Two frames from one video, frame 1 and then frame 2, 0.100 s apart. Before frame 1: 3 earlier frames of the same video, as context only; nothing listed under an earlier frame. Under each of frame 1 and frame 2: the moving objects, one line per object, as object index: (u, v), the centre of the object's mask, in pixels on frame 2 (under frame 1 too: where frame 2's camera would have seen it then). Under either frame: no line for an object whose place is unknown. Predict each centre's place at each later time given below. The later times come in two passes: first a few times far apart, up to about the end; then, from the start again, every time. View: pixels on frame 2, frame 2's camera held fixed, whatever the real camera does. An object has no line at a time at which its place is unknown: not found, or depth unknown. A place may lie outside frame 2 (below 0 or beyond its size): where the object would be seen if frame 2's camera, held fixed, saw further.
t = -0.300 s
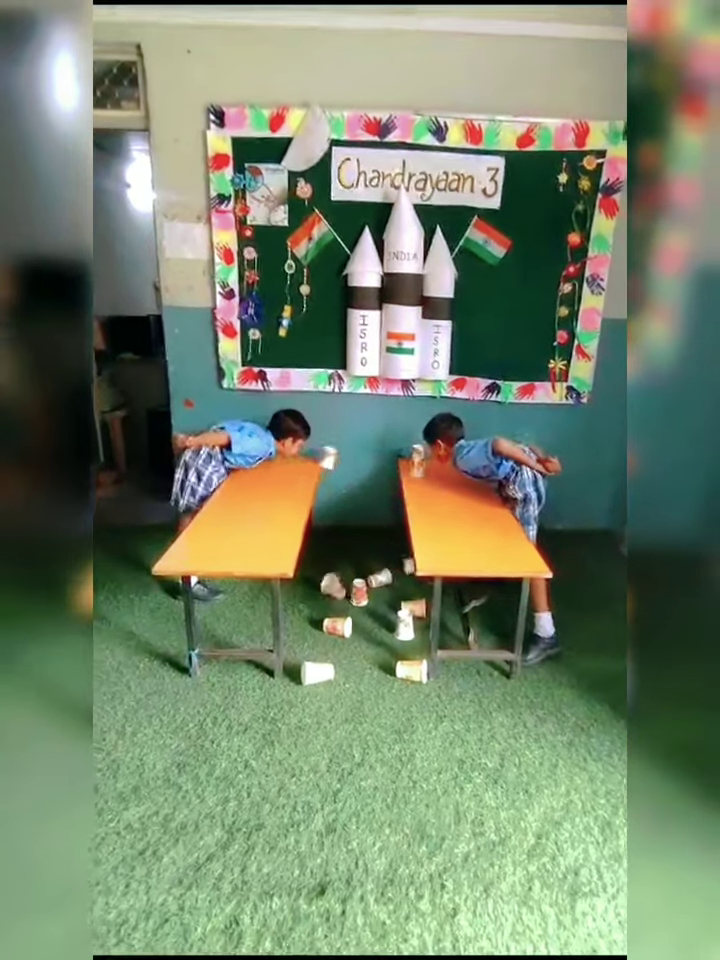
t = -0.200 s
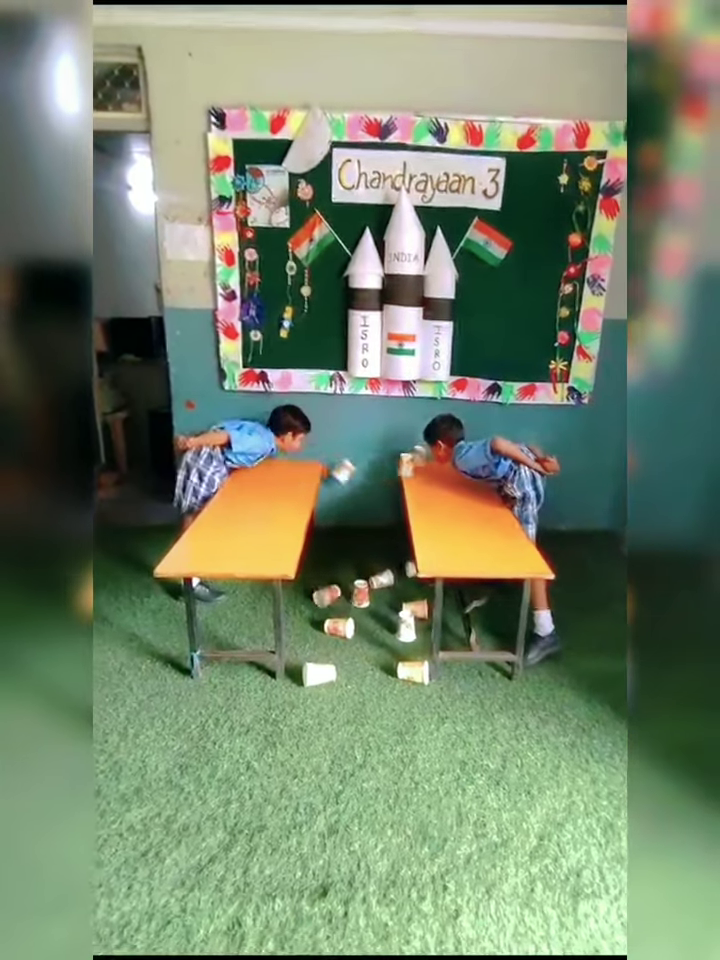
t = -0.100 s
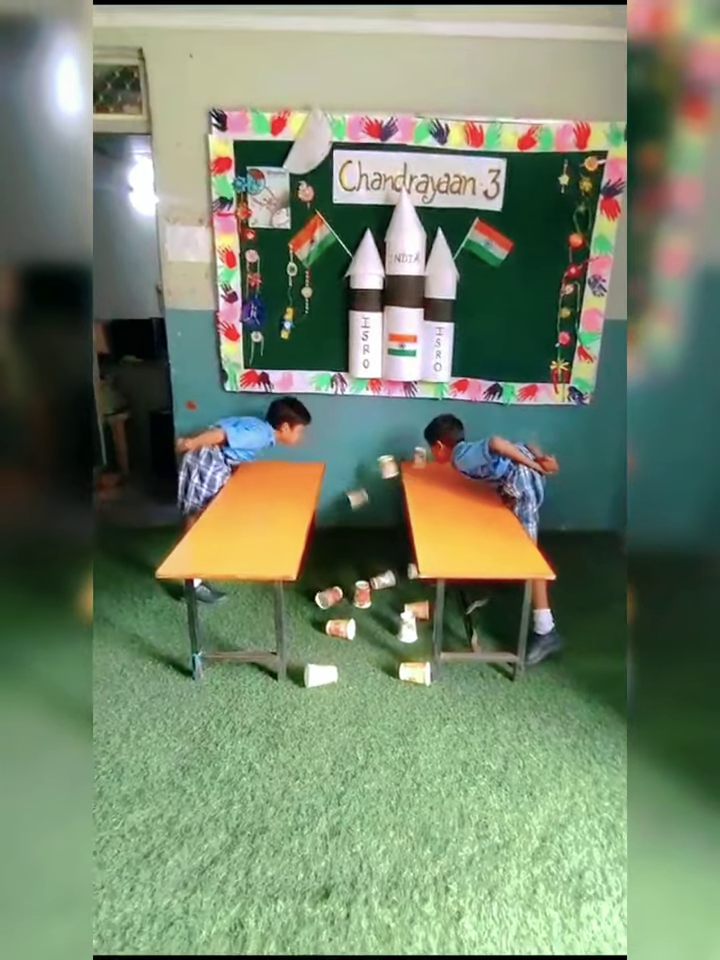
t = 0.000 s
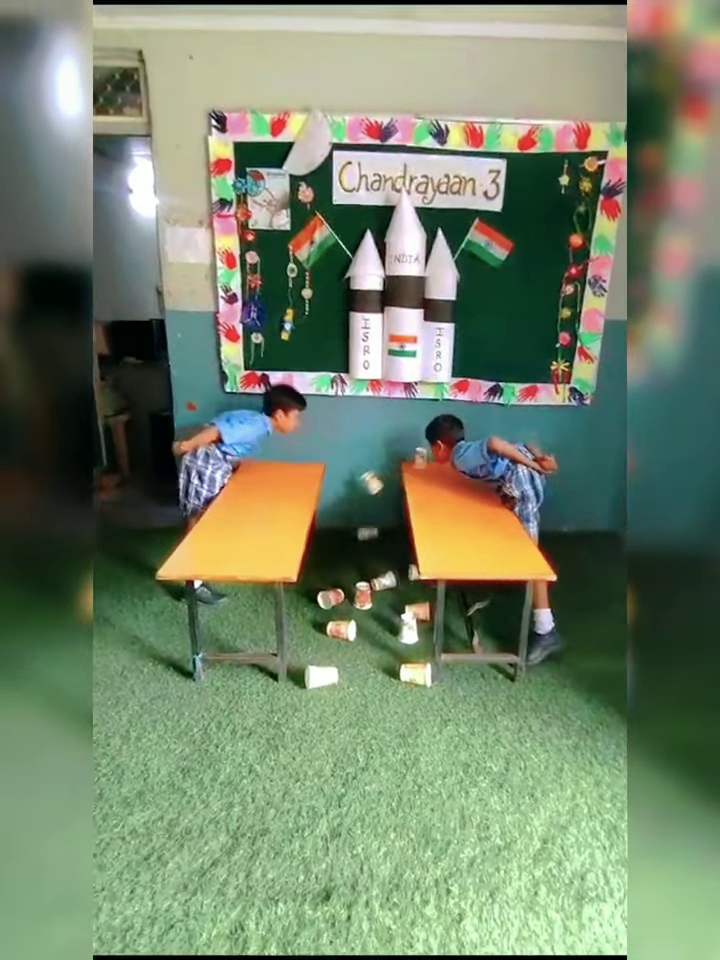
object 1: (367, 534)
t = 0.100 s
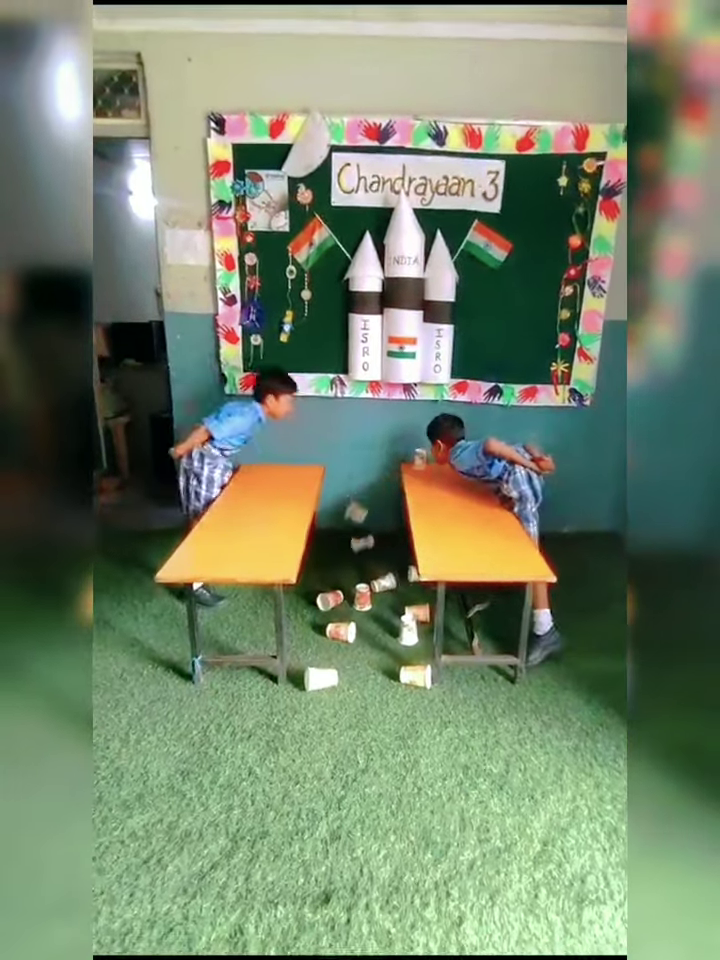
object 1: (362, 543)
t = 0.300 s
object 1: (352, 557)
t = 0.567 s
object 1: (350, 570)
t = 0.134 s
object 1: (361, 547)
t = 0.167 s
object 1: (361, 551)
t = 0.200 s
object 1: (359, 552)
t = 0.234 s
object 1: (356, 553)
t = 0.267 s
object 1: (353, 556)
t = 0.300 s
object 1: (352, 557)
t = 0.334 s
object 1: (351, 559)
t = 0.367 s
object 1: (350, 561)
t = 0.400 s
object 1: (349, 563)
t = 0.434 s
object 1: (349, 564)
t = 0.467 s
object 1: (349, 566)
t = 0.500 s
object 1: (349, 567)
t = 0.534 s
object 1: (350, 569)
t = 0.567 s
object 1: (350, 570)
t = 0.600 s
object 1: (350, 572)
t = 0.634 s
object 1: (350, 573)
